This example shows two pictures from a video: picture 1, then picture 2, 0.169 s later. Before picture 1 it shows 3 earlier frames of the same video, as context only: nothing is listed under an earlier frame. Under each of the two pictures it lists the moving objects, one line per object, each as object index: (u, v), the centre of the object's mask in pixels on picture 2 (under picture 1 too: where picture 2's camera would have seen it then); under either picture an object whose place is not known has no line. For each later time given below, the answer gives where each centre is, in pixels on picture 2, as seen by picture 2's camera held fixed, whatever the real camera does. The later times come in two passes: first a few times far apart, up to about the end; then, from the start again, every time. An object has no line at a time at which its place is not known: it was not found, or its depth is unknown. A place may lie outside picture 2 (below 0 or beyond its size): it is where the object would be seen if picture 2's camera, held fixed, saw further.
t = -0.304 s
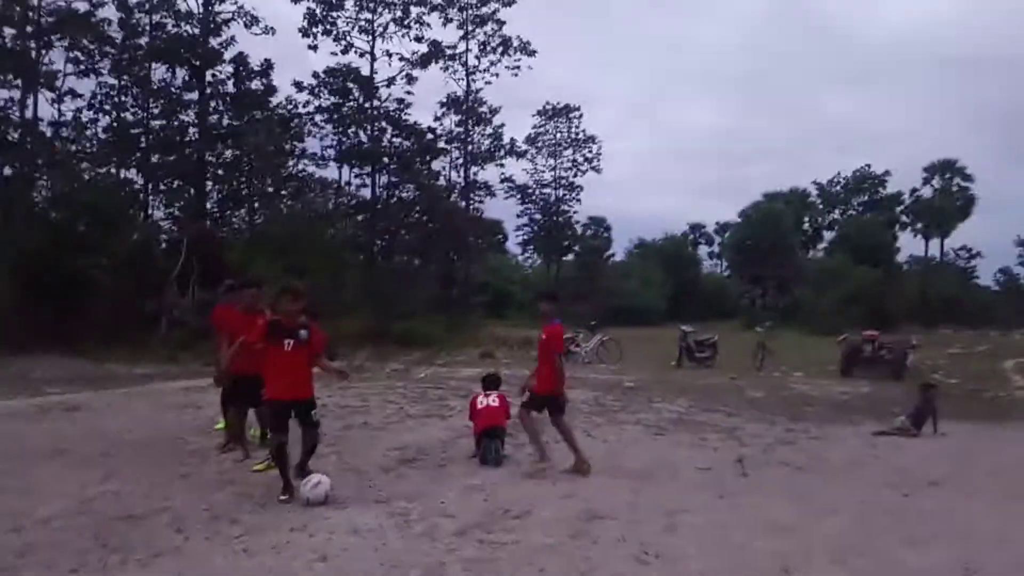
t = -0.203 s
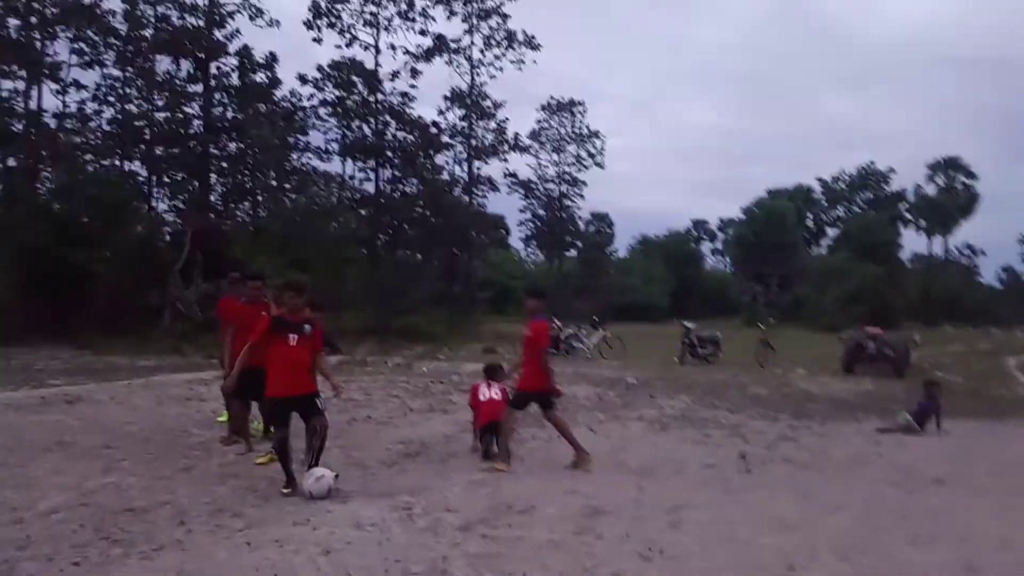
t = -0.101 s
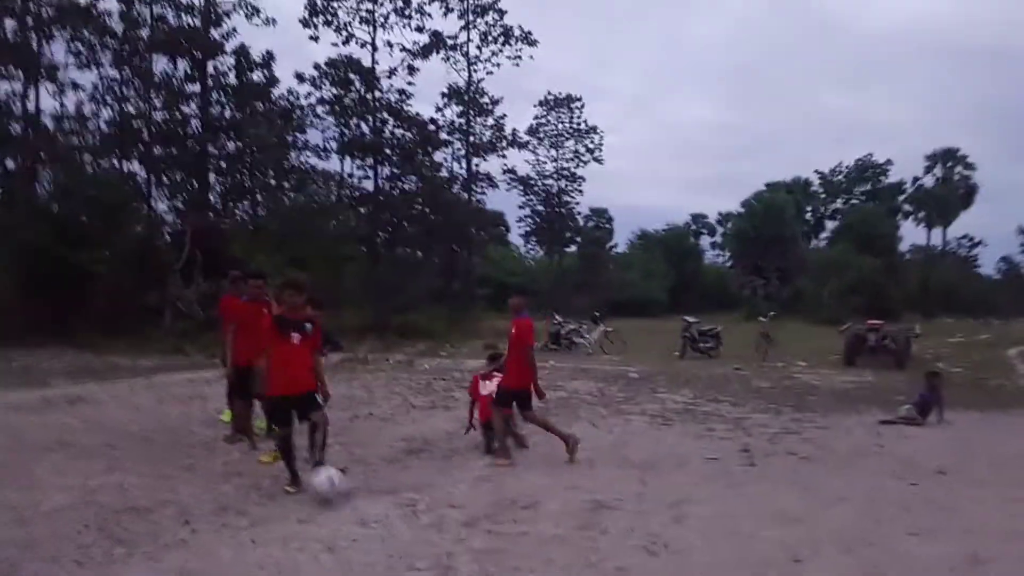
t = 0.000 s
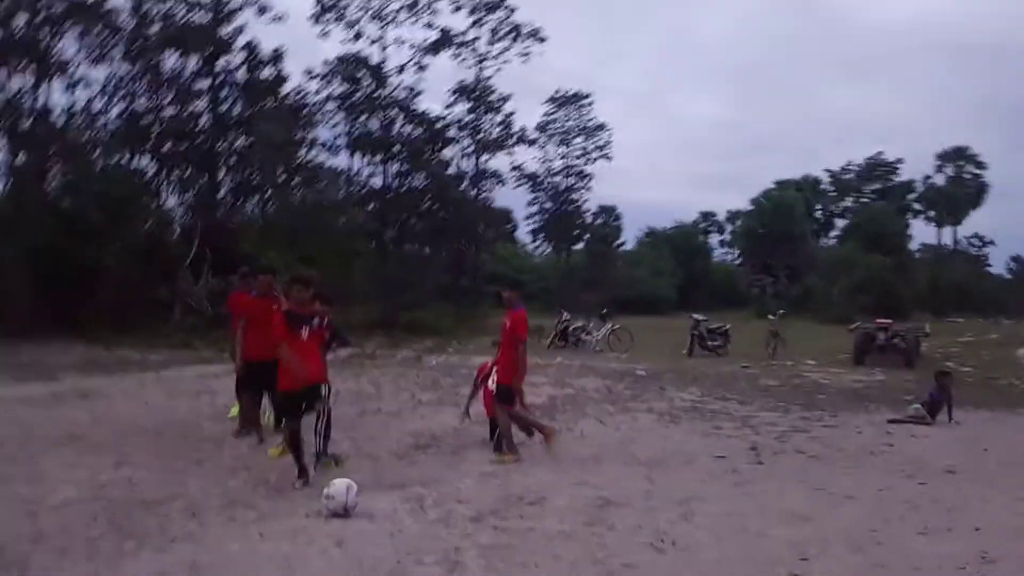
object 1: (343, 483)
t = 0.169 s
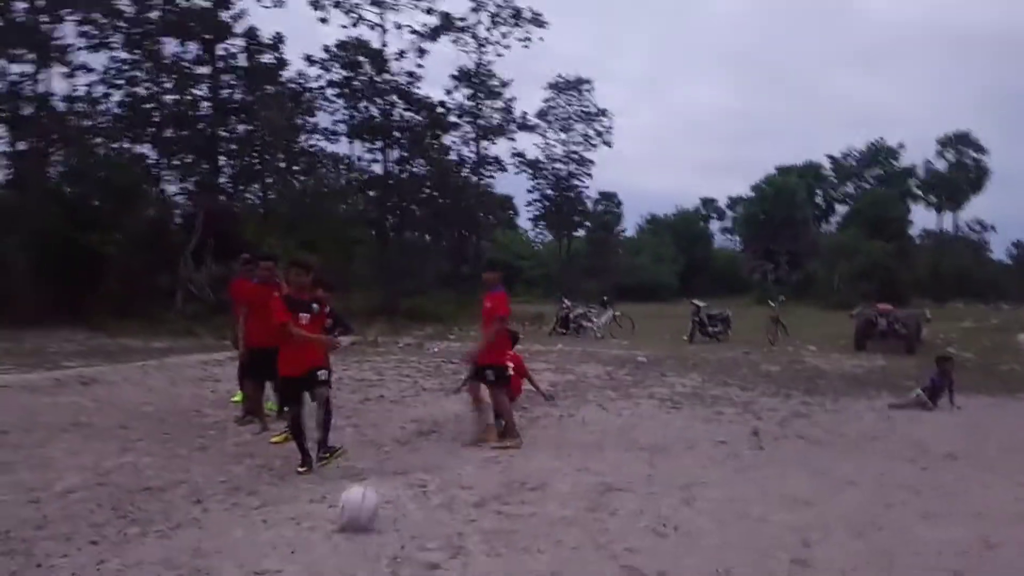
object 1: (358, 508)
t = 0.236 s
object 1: (364, 514)
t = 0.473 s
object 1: (400, 541)
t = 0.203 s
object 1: (362, 514)
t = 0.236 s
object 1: (364, 514)
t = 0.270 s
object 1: (371, 516)
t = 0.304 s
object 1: (375, 520)
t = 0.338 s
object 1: (380, 532)
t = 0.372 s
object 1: (386, 541)
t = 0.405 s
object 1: (390, 548)
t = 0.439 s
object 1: (395, 543)
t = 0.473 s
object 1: (400, 541)
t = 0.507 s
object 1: (406, 543)
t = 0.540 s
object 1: (411, 549)
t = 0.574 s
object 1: (415, 553)
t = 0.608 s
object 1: (421, 559)
